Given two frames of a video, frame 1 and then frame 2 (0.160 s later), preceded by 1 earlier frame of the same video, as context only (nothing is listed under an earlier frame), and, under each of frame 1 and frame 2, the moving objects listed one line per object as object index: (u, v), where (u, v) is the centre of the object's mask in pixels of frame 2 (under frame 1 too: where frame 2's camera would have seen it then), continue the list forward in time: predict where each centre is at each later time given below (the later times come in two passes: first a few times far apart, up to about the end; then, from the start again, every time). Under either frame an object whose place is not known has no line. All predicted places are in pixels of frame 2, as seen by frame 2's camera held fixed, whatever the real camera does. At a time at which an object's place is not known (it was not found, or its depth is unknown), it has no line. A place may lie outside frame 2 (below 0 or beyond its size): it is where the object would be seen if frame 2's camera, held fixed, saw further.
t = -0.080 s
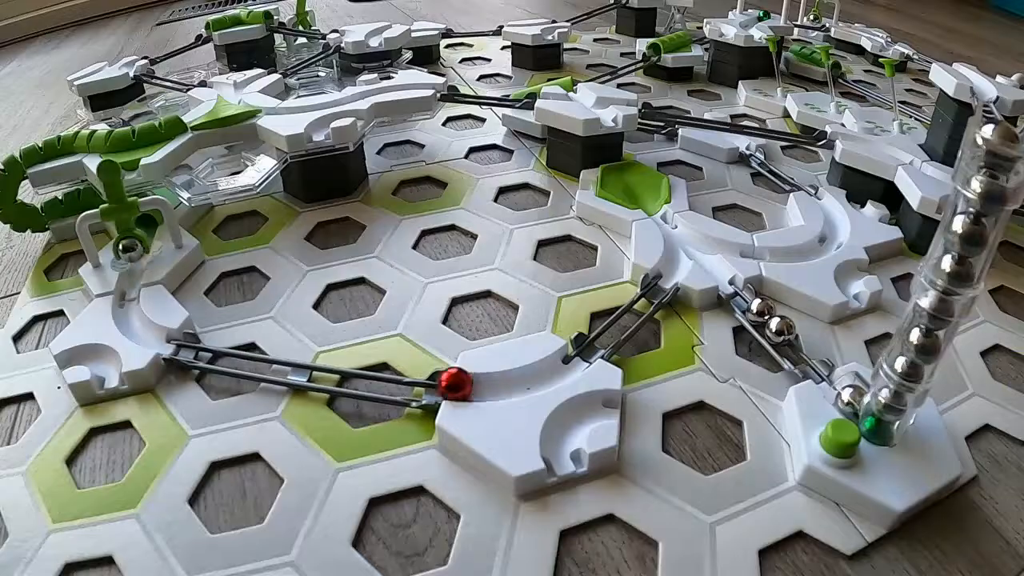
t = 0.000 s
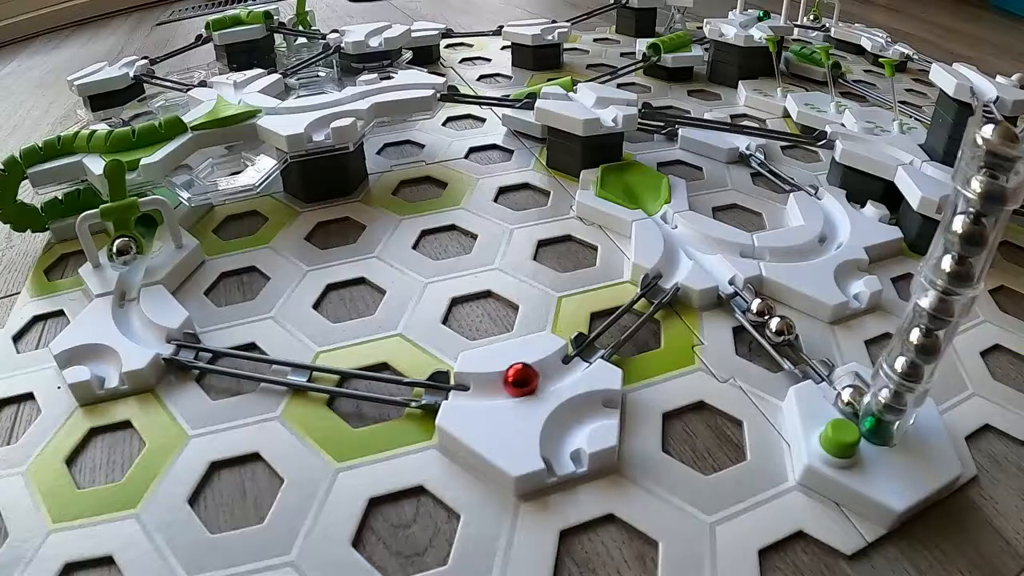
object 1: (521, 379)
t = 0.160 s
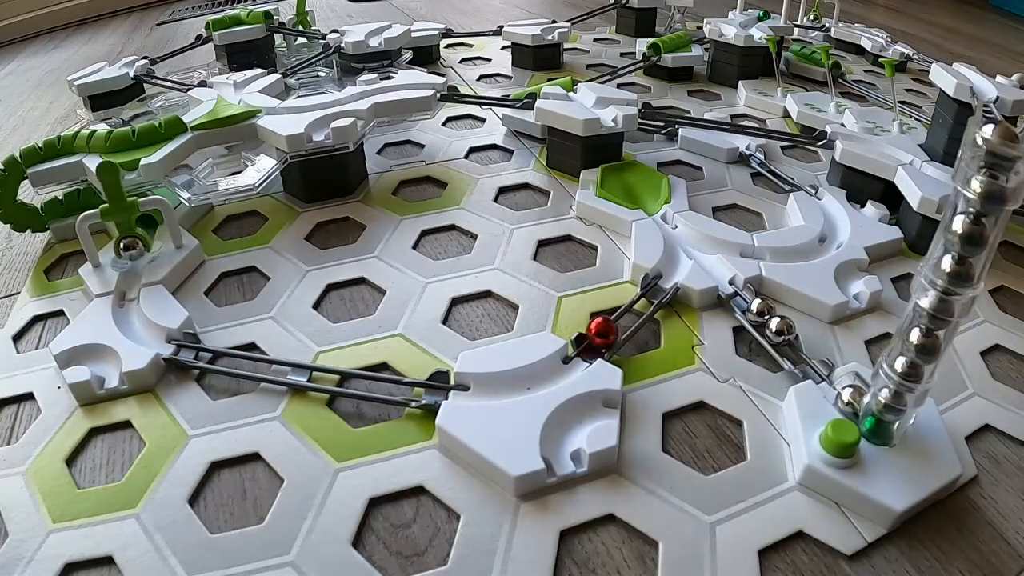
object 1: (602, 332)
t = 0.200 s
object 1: (616, 320)
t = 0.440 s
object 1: (677, 257)
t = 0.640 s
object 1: (663, 213)
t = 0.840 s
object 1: (634, 182)
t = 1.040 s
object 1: (641, 192)
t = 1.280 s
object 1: (672, 222)
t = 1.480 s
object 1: (698, 248)
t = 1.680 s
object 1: (728, 277)
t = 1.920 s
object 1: (745, 294)
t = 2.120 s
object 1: (747, 296)
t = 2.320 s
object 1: (747, 296)
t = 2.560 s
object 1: (741, 290)
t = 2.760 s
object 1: (734, 284)
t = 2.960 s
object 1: (735, 283)
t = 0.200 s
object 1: (616, 320)
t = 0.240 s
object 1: (630, 308)
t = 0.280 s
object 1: (643, 296)
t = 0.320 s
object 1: (654, 285)
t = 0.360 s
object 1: (665, 274)
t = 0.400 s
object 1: (669, 269)
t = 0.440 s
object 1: (677, 257)
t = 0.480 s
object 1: (679, 246)
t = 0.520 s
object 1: (678, 235)
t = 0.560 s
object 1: (677, 224)
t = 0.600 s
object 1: (669, 213)
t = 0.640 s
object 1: (663, 213)
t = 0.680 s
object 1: (654, 208)
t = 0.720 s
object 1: (650, 202)
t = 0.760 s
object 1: (642, 195)
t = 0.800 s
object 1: (638, 187)
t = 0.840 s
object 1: (634, 182)
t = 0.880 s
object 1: (633, 180)
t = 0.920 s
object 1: (634, 180)
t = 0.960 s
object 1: (634, 181)
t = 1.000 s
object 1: (637, 186)
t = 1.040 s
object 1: (641, 192)
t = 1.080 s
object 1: (646, 199)
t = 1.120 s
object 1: (650, 203)
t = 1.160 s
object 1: (654, 207)
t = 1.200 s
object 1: (660, 212)
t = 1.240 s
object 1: (666, 217)
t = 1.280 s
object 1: (672, 222)
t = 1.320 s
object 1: (677, 227)
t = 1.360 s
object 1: (680, 231)
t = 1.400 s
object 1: (686, 237)
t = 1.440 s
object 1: (693, 242)
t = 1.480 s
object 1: (698, 248)
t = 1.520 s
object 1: (706, 255)
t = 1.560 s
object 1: (712, 261)
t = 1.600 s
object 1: (716, 264)
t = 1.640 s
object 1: (722, 271)
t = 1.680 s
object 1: (728, 277)
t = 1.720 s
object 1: (735, 282)
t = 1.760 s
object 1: (741, 290)
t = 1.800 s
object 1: (743, 291)
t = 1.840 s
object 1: (743, 291)
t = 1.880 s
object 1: (744, 292)
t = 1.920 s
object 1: (745, 294)
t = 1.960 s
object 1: (745, 294)
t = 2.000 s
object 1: (746, 294)
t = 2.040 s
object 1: (746, 295)
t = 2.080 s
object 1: (747, 295)
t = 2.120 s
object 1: (747, 296)
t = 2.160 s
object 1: (748, 296)
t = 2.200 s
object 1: (748, 297)
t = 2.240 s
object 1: (748, 297)
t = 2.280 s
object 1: (747, 296)
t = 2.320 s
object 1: (747, 296)
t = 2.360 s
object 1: (746, 295)
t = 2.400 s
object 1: (745, 294)
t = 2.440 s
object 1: (744, 293)
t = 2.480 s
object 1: (743, 292)
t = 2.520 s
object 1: (742, 291)
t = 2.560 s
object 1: (741, 290)
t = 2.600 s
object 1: (740, 289)
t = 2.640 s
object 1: (738, 288)
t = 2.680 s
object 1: (737, 286)
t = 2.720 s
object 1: (736, 285)
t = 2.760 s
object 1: (734, 284)
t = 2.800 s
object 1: (733, 282)
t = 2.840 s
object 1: (733, 281)
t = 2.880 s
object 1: (733, 281)
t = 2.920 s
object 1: (734, 282)
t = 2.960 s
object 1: (735, 283)
